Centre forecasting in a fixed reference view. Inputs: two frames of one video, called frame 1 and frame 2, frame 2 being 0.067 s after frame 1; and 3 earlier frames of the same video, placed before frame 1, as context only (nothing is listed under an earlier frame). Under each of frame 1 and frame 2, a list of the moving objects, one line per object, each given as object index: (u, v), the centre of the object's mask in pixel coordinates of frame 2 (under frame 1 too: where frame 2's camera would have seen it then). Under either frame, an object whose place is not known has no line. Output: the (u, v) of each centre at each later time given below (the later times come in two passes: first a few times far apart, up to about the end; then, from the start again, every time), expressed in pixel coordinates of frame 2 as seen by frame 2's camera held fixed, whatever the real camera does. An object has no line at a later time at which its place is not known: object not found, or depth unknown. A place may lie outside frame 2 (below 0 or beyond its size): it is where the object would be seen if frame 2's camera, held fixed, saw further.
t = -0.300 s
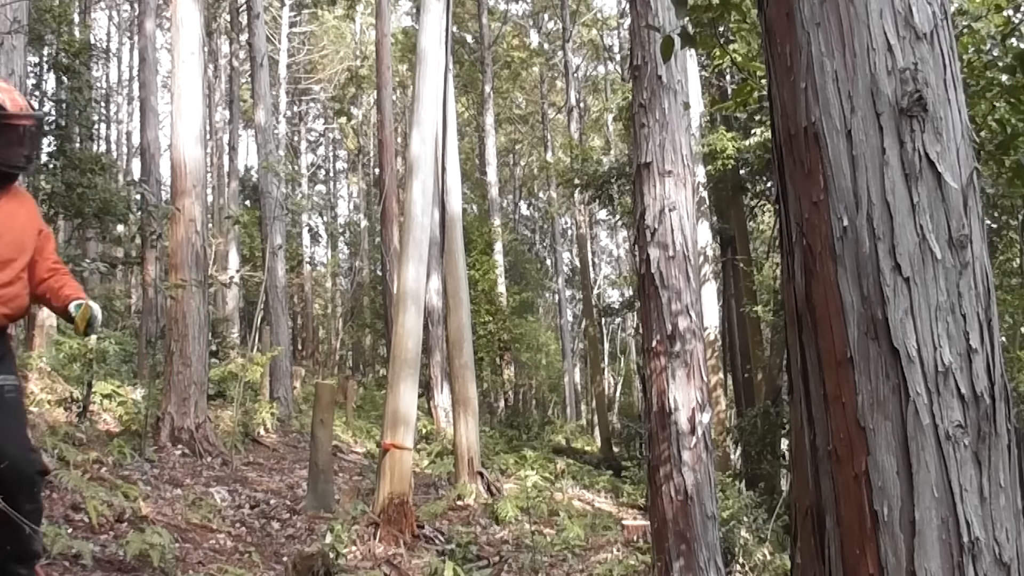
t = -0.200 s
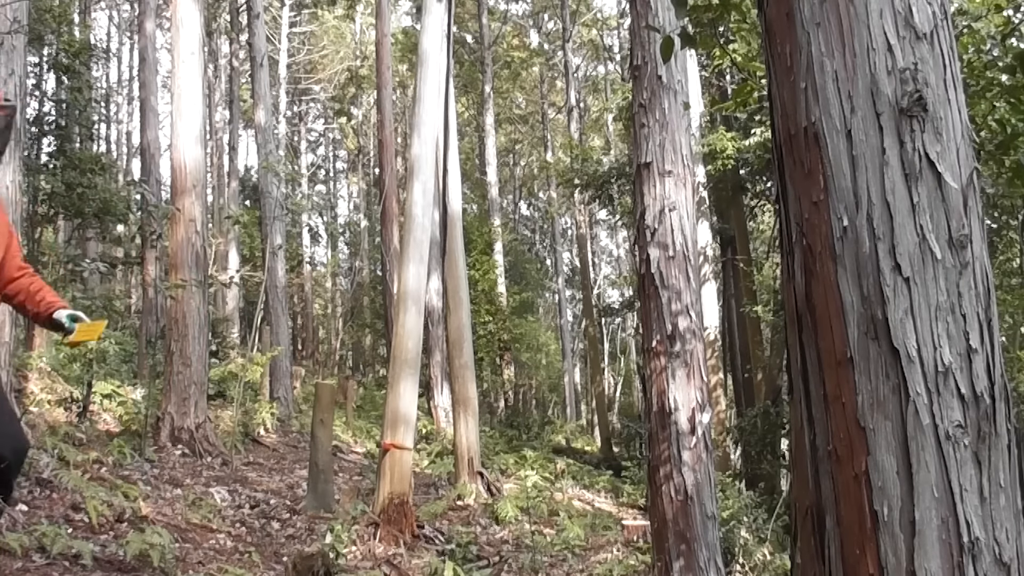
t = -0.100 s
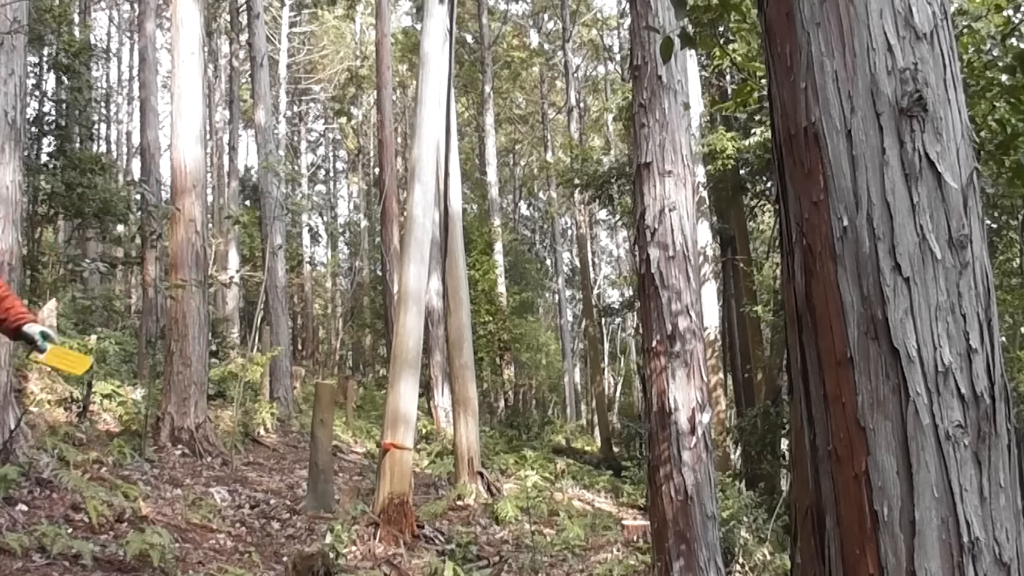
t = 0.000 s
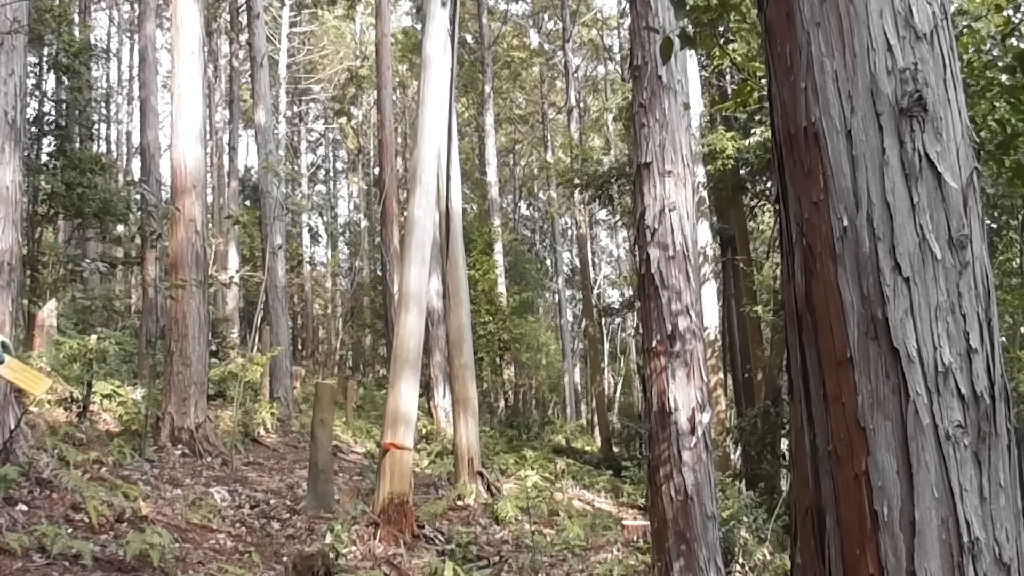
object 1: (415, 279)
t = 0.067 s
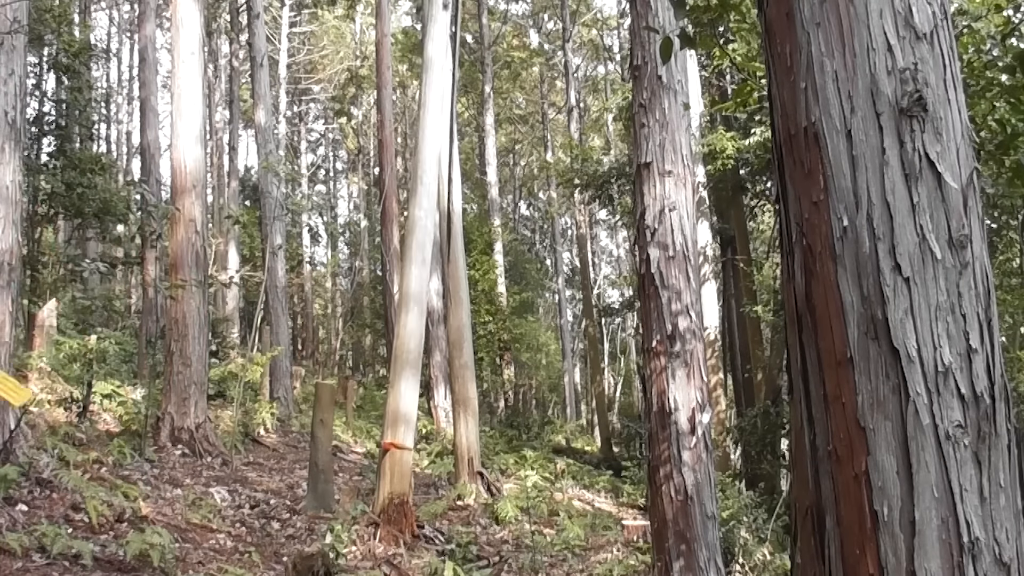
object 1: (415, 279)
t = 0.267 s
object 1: (418, 274)
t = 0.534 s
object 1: (420, 289)
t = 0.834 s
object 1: (424, 295)
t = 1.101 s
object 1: (431, 294)
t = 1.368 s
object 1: (438, 300)
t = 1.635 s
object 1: (439, 292)
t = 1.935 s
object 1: (437, 288)
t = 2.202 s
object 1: (437, 293)
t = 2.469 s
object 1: (439, 288)
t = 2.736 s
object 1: (439, 289)
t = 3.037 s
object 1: (438, 294)
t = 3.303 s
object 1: (438, 289)
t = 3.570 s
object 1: (438, 292)
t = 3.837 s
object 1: (439, 289)
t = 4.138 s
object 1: (439, 290)
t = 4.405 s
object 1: (439, 289)
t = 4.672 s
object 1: (439, 289)
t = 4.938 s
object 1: (439, 289)
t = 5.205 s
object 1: (438, 295)
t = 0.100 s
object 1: (416, 277)
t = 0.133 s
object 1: (417, 275)
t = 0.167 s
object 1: (417, 275)
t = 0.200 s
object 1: (418, 274)
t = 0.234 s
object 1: (418, 273)
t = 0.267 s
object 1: (418, 274)
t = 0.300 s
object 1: (419, 274)
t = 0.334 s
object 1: (420, 272)
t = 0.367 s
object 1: (420, 269)
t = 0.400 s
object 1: (419, 276)
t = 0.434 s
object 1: (419, 274)
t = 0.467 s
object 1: (419, 289)
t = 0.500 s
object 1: (419, 289)
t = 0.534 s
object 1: (420, 289)
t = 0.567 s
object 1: (420, 290)
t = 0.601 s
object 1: (420, 290)
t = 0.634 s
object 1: (421, 292)
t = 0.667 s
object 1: (421, 293)
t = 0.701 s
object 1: (422, 292)
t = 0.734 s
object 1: (423, 292)
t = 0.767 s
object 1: (423, 292)
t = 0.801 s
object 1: (423, 294)
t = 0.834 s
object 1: (424, 295)
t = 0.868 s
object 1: (425, 295)
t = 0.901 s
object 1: (426, 292)
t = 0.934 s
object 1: (426, 297)
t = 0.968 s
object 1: (427, 297)
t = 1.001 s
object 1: (428, 300)
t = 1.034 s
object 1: (430, 294)
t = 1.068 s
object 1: (430, 296)
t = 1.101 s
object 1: (431, 294)
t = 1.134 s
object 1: (432, 296)
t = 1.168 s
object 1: (433, 292)
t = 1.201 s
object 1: (434, 295)
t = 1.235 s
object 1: (435, 296)
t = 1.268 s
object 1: (435, 301)
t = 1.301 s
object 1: (437, 297)
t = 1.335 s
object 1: (438, 298)
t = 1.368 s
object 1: (438, 300)
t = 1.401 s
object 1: (439, 299)
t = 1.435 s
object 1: (439, 299)
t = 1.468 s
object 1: (439, 300)
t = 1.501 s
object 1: (440, 299)
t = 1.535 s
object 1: (440, 299)
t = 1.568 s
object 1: (439, 297)
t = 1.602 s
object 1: (438, 296)
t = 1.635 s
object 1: (439, 292)
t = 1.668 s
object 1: (439, 289)
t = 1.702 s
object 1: (437, 296)
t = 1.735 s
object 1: (438, 289)
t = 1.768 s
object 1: (438, 289)
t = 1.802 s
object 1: (438, 288)
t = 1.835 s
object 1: (438, 287)
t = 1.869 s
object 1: (438, 287)
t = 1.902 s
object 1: (438, 288)
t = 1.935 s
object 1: (437, 288)
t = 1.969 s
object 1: (438, 287)
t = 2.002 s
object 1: (438, 287)
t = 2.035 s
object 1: (438, 287)
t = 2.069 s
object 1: (438, 287)
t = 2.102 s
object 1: (437, 292)
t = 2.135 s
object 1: (438, 288)
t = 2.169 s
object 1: (438, 288)
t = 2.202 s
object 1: (437, 293)
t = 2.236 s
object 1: (437, 294)
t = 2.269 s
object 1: (438, 290)
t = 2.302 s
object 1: (438, 290)
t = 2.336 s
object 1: (438, 290)
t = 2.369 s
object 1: (438, 291)
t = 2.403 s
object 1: (439, 291)
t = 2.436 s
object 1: (439, 289)
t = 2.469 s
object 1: (439, 288)
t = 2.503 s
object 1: (439, 288)
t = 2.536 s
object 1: (439, 287)
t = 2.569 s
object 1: (439, 288)
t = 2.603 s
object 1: (438, 293)
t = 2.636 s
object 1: (439, 289)
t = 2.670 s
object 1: (439, 289)
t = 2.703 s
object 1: (439, 288)
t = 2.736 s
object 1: (439, 289)
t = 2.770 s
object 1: (439, 289)
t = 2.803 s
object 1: (439, 290)
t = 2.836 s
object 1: (439, 289)
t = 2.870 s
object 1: (438, 293)
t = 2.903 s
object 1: (439, 290)
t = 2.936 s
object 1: (438, 293)
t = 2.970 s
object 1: (438, 290)
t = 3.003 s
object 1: (438, 290)
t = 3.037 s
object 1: (438, 294)
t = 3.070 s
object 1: (438, 291)
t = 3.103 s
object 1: (437, 295)
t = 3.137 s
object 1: (438, 290)
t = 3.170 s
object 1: (438, 290)
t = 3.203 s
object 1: (438, 290)
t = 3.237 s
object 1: (438, 289)
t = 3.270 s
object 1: (438, 289)
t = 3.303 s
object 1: (438, 289)
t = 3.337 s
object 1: (438, 290)
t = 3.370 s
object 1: (438, 290)
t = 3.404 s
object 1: (438, 290)
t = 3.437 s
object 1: (438, 289)
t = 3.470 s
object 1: (438, 288)
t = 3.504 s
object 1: (438, 291)
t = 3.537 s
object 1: (438, 292)
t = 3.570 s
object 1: (438, 292)
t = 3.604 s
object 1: (439, 289)
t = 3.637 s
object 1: (438, 291)
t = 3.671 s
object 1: (439, 288)
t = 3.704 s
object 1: (439, 289)
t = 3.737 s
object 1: (439, 289)
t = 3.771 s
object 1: (439, 289)
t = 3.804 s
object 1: (439, 289)
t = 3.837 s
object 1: (439, 289)
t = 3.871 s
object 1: (439, 289)
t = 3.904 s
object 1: (439, 289)
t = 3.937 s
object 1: (439, 289)
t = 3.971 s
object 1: (439, 289)
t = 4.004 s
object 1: (439, 289)
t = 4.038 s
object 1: (439, 289)
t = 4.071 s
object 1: (439, 289)
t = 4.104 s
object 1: (439, 290)
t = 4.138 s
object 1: (439, 290)
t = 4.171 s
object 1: (439, 289)
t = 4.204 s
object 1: (439, 289)
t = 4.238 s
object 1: (439, 289)
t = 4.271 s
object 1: (439, 289)
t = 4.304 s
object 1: (439, 289)
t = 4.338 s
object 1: (439, 289)
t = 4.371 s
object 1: (439, 289)
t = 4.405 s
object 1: (439, 289)
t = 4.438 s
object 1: (439, 289)
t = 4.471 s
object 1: (439, 289)
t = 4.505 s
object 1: (439, 289)
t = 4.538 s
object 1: (439, 290)
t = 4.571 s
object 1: (439, 290)
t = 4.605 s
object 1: (438, 290)
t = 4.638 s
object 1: (438, 289)
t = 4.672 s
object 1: (439, 289)
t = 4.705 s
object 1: (439, 289)
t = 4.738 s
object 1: (438, 290)
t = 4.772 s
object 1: (438, 290)
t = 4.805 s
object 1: (439, 289)
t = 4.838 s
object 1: (439, 289)
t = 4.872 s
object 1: (439, 289)
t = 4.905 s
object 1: (439, 289)
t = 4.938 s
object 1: (439, 289)
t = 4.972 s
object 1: (438, 289)
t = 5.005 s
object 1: (438, 291)
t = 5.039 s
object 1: (439, 288)
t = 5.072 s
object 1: (438, 290)
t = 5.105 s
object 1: (438, 291)
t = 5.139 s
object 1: (438, 294)
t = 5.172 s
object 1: (438, 294)
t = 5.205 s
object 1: (438, 295)
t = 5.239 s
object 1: (437, 295)
